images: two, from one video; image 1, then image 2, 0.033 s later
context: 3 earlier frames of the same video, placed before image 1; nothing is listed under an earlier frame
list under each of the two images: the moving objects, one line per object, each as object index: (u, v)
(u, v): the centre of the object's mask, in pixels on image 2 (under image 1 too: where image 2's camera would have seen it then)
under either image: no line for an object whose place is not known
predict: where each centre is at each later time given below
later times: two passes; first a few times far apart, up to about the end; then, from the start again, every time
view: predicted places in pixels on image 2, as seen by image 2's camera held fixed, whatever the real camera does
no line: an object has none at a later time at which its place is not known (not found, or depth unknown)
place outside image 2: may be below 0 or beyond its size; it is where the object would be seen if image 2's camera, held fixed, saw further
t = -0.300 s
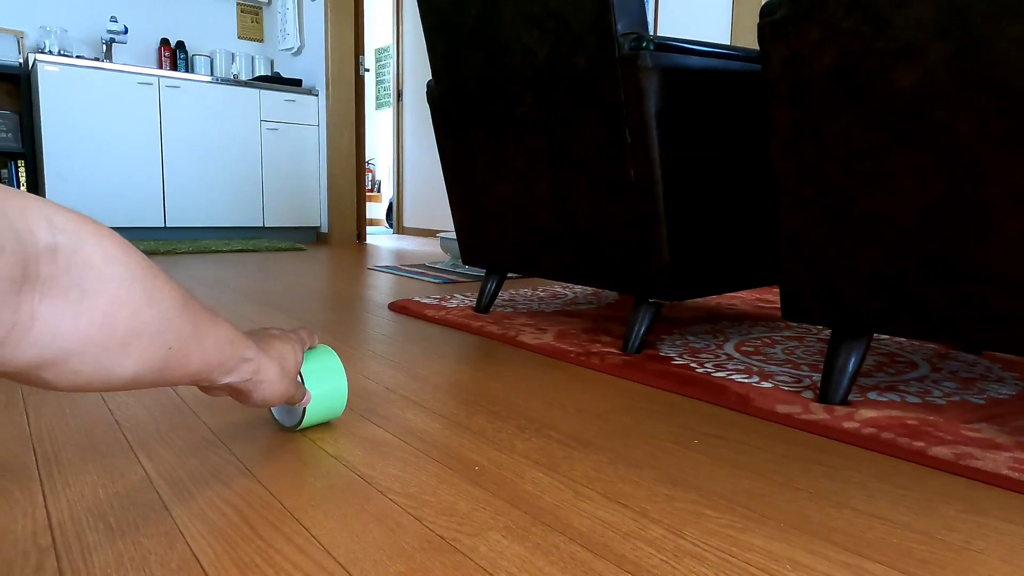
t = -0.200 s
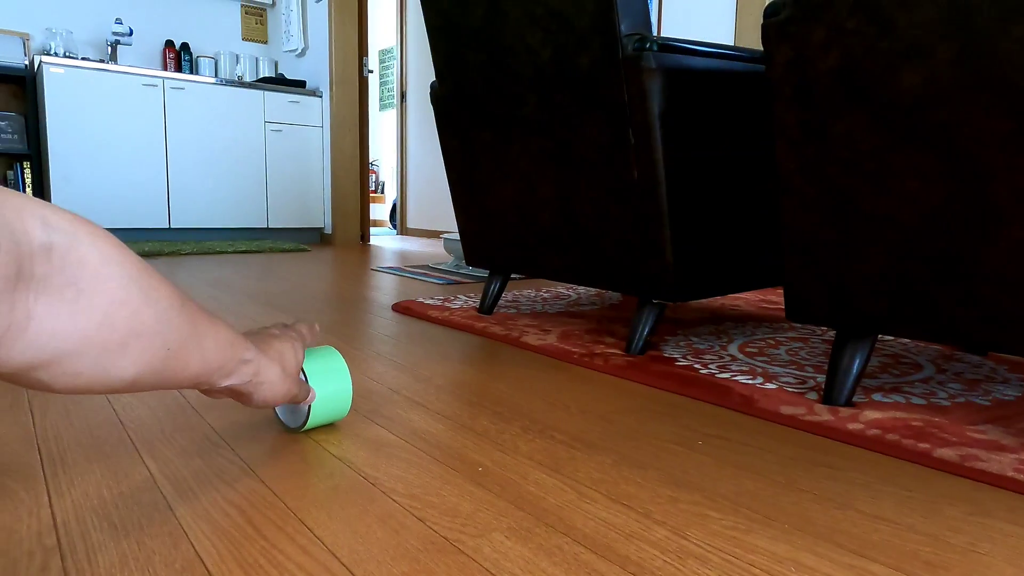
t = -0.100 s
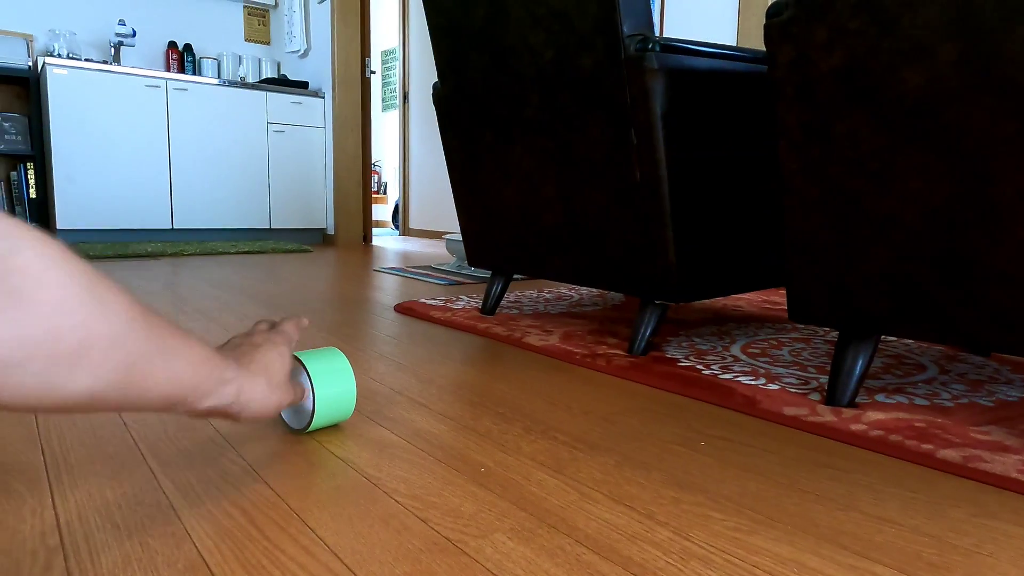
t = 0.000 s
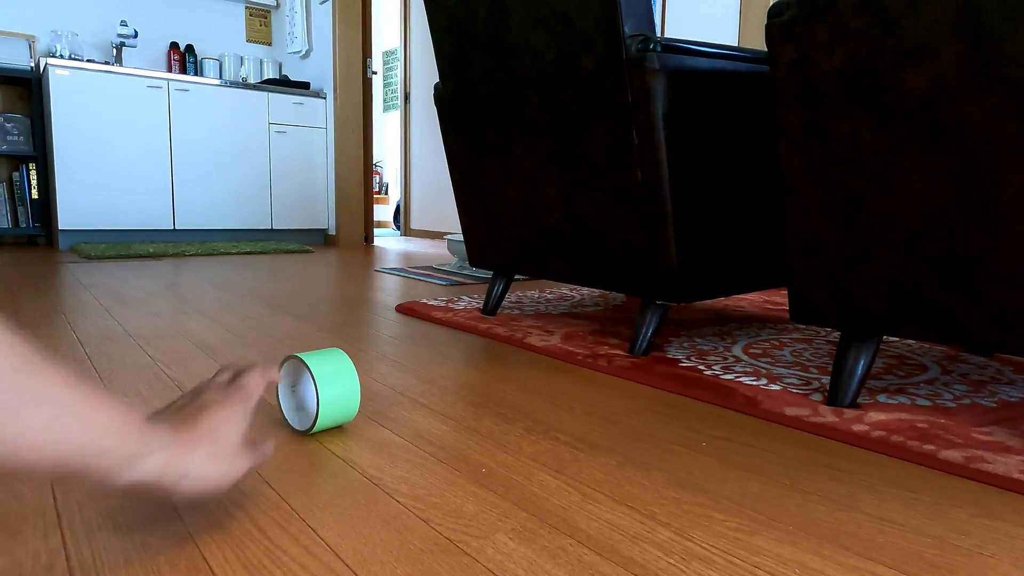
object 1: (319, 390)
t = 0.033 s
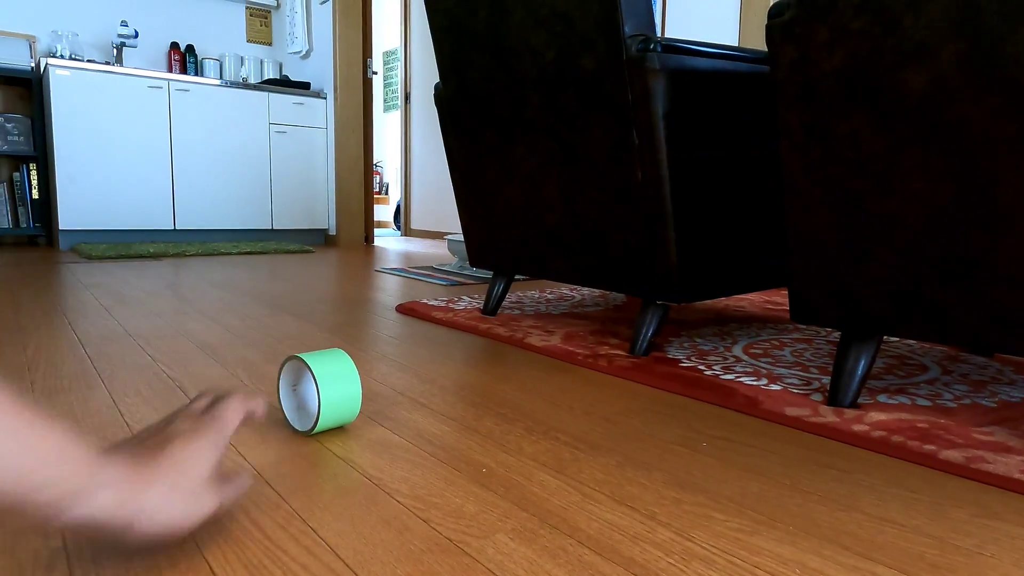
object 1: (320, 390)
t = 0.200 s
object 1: (325, 393)
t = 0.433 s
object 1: (337, 398)
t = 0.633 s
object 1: (350, 402)
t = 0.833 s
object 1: (365, 408)
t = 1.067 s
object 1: (385, 415)
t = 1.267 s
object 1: (405, 423)
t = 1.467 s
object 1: (430, 432)
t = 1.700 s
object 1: (461, 443)
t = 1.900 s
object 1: (492, 454)
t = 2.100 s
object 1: (528, 468)
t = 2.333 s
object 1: (575, 485)
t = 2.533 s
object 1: (621, 501)
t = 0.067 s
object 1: (321, 391)
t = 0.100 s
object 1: (322, 391)
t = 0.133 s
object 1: (323, 392)
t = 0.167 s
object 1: (324, 392)
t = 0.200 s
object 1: (325, 393)
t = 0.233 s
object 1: (327, 393)
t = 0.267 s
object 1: (328, 394)
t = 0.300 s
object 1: (330, 395)
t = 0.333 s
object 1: (332, 395)
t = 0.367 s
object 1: (333, 396)
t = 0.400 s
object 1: (335, 397)
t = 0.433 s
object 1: (337, 398)
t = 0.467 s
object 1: (339, 398)
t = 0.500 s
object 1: (341, 399)
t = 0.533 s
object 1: (343, 400)
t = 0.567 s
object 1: (345, 401)
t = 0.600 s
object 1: (348, 402)
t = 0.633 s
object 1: (350, 402)
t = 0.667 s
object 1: (352, 403)
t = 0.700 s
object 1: (355, 404)
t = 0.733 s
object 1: (357, 405)
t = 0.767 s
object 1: (360, 406)
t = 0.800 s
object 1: (362, 407)
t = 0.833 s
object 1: (365, 408)
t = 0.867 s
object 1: (368, 409)
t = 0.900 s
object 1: (370, 410)
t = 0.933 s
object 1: (373, 411)
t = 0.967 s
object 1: (376, 412)
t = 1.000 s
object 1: (379, 413)
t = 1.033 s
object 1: (382, 414)
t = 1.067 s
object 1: (385, 415)
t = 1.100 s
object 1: (388, 416)
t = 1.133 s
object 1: (391, 418)
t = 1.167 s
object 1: (395, 419)
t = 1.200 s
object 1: (398, 420)
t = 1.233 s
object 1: (401, 421)
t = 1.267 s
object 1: (405, 423)
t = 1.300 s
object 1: (409, 424)
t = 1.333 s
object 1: (413, 425)
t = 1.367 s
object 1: (416, 427)
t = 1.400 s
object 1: (421, 429)
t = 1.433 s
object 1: (425, 430)
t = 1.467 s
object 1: (430, 432)
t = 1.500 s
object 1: (434, 434)
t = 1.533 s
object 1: (439, 435)
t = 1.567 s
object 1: (443, 437)
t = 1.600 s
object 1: (447, 438)
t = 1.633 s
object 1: (452, 440)
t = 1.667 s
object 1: (457, 441)
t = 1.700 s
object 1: (461, 443)
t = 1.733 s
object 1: (466, 445)
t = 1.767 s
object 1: (471, 447)
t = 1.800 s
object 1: (476, 449)
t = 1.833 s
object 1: (482, 451)
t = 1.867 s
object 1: (487, 452)
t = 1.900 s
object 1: (492, 454)
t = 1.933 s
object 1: (498, 457)
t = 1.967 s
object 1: (503, 459)
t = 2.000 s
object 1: (509, 461)
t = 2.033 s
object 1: (515, 463)
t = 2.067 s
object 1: (521, 465)
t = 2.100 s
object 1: (528, 468)
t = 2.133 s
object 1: (534, 470)
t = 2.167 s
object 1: (540, 472)
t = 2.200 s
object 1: (547, 474)
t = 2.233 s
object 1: (553, 477)
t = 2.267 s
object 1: (560, 479)
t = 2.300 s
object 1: (567, 482)
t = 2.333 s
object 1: (575, 485)
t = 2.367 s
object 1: (582, 487)
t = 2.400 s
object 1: (589, 490)
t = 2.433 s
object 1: (597, 493)
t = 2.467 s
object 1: (605, 496)
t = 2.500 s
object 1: (613, 498)
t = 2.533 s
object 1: (621, 501)
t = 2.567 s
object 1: (629, 504)
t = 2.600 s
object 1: (638, 508)
